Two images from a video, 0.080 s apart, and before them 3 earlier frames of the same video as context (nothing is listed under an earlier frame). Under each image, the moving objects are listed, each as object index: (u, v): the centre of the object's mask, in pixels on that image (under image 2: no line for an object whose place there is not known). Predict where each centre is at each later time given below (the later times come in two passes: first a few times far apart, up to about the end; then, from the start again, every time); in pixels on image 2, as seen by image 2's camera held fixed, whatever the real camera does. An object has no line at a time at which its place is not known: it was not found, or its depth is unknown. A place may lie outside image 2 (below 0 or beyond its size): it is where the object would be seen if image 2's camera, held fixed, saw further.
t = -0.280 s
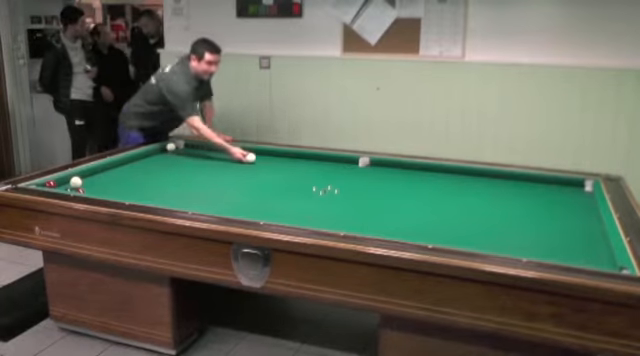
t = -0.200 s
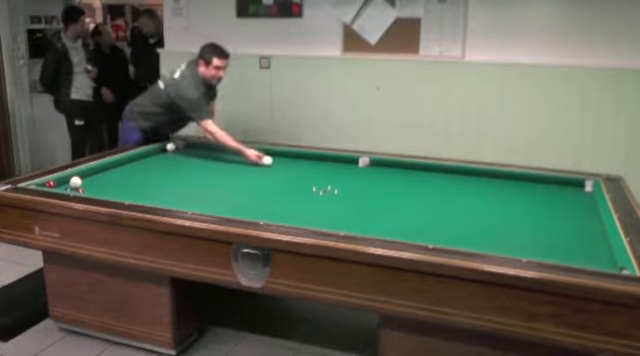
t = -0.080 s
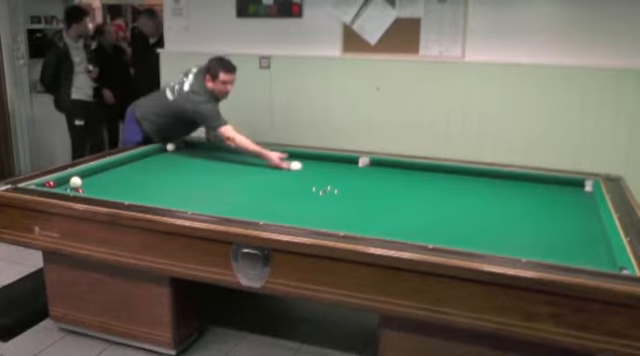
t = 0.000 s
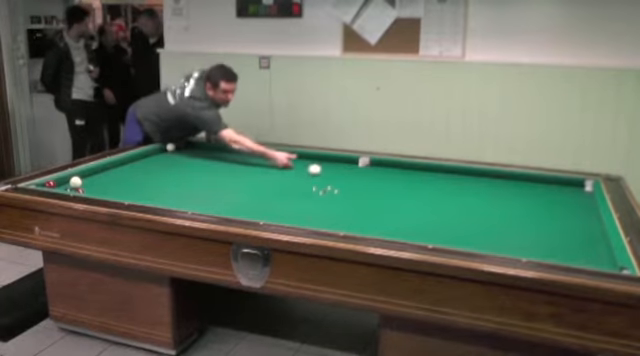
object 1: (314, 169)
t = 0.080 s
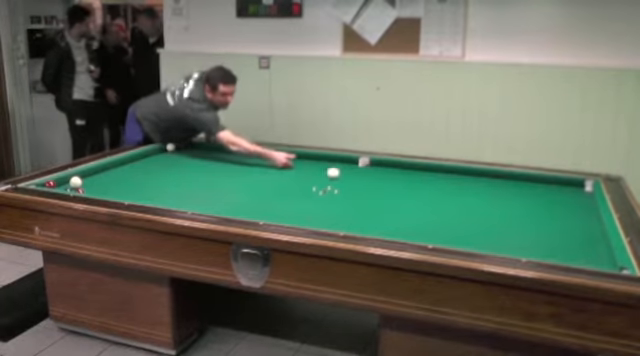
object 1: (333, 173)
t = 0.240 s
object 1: (368, 179)
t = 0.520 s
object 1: (433, 190)
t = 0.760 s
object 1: (495, 202)
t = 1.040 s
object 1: (572, 217)
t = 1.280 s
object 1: (563, 219)
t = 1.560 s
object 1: (515, 218)
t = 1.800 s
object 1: (473, 217)
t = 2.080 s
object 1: (424, 215)
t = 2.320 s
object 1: (382, 214)
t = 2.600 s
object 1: (333, 213)
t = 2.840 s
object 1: (292, 211)
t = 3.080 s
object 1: (253, 210)
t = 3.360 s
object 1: (208, 206)
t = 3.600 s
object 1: (172, 204)
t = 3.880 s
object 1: (142, 200)
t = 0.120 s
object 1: (342, 174)
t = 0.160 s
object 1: (351, 176)
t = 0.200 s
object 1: (360, 177)
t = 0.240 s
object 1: (368, 179)
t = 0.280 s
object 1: (377, 180)
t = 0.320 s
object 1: (386, 182)
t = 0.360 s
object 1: (395, 183)
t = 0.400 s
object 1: (405, 185)
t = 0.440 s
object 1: (415, 187)
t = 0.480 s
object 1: (424, 189)
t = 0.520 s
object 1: (433, 190)
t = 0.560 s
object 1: (443, 192)
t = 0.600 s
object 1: (454, 194)
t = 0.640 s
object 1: (464, 196)
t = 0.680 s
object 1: (474, 198)
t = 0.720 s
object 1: (484, 200)
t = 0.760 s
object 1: (495, 202)
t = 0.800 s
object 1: (505, 203)
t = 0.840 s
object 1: (516, 206)
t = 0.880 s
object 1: (527, 208)
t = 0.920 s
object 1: (538, 210)
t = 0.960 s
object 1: (549, 212)
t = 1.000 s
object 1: (560, 215)
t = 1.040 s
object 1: (572, 217)
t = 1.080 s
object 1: (583, 219)
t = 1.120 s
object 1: (595, 221)
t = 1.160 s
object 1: (588, 221)
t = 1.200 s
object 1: (579, 220)
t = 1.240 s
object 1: (571, 220)
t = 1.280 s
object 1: (563, 219)
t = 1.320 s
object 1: (556, 219)
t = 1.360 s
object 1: (549, 219)
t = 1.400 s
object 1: (542, 219)
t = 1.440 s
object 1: (535, 219)
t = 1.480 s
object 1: (528, 219)
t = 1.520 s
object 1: (522, 218)
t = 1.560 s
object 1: (515, 218)
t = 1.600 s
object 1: (508, 218)
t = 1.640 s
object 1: (501, 218)
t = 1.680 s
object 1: (494, 218)
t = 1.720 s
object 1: (487, 217)
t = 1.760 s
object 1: (480, 217)
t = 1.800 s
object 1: (473, 217)
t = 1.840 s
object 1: (465, 217)
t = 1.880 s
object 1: (459, 216)
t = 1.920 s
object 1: (452, 216)
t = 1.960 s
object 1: (445, 216)
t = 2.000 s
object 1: (438, 216)
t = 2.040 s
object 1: (431, 216)
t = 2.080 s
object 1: (424, 215)
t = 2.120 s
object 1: (416, 215)
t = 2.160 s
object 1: (409, 215)
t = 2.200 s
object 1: (403, 215)
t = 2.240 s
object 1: (396, 215)
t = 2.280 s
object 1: (389, 214)
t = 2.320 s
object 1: (382, 214)
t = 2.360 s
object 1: (374, 214)
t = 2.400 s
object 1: (367, 214)
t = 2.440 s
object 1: (361, 214)
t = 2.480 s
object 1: (354, 213)
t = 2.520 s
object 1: (347, 213)
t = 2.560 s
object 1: (340, 213)
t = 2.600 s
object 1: (333, 213)
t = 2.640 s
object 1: (326, 212)
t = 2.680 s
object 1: (319, 212)
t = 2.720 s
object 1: (312, 212)
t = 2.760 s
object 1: (306, 212)
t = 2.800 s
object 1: (299, 211)
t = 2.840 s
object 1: (292, 211)
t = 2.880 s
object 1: (286, 211)
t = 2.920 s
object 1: (279, 211)
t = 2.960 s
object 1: (272, 211)
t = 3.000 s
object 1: (266, 211)
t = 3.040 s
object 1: (259, 210)
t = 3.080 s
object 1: (253, 210)
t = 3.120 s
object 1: (246, 209)
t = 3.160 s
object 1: (240, 208)
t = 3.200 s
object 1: (233, 207)
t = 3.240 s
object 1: (227, 207)
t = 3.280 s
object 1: (220, 207)
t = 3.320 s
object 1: (214, 207)
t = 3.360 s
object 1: (208, 206)
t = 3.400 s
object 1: (202, 206)
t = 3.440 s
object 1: (196, 206)
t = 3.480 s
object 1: (190, 206)
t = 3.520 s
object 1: (184, 205)
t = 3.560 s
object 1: (178, 204)
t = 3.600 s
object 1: (172, 204)
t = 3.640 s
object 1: (167, 203)
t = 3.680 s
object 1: (161, 203)
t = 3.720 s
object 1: (156, 202)
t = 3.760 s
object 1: (153, 201)
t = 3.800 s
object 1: (149, 201)
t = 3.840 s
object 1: (145, 200)
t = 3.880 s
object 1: (142, 200)
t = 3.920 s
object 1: (138, 199)
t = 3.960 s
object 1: (134, 199)
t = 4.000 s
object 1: (130, 198)
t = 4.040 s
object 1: (127, 197)
